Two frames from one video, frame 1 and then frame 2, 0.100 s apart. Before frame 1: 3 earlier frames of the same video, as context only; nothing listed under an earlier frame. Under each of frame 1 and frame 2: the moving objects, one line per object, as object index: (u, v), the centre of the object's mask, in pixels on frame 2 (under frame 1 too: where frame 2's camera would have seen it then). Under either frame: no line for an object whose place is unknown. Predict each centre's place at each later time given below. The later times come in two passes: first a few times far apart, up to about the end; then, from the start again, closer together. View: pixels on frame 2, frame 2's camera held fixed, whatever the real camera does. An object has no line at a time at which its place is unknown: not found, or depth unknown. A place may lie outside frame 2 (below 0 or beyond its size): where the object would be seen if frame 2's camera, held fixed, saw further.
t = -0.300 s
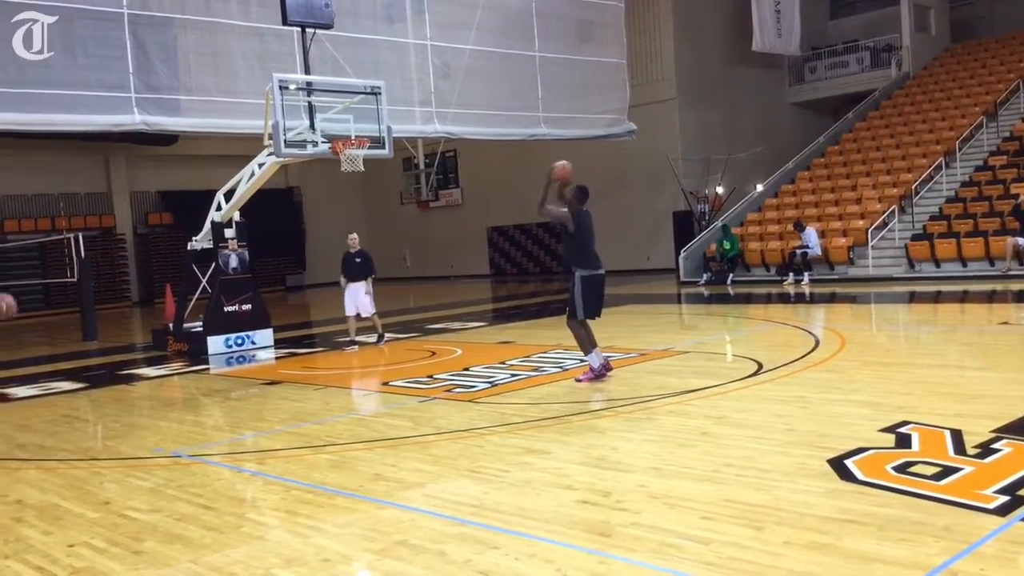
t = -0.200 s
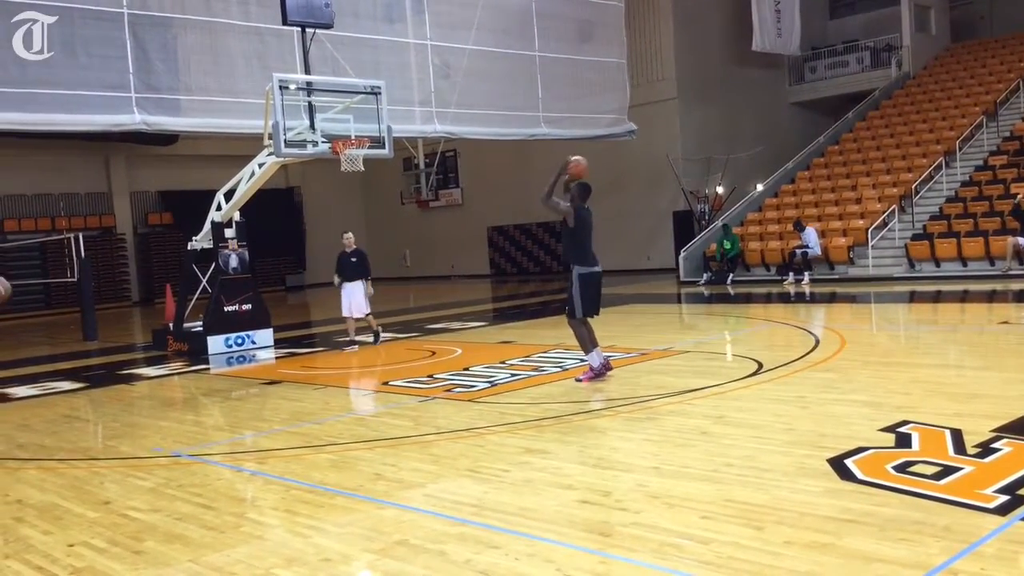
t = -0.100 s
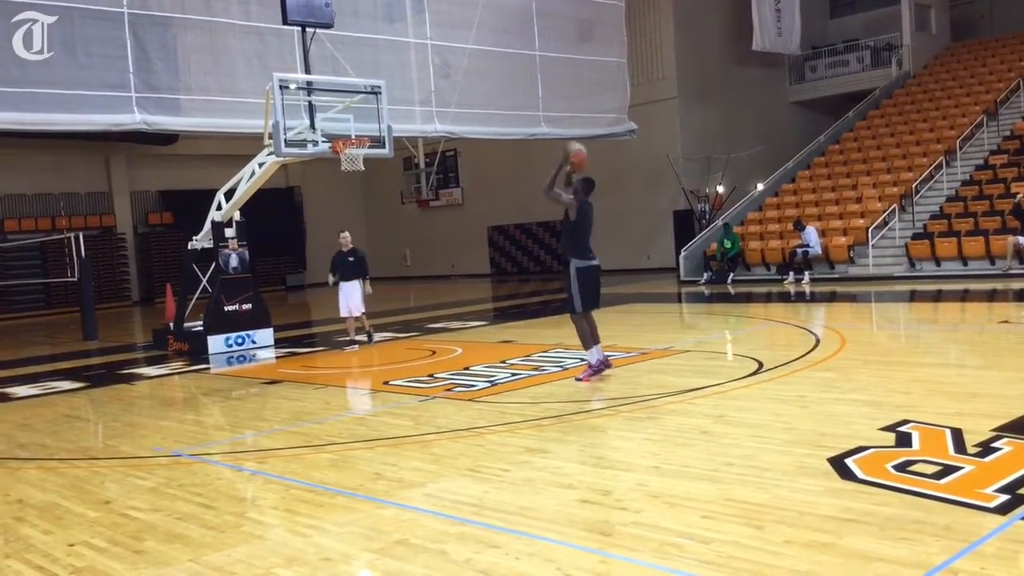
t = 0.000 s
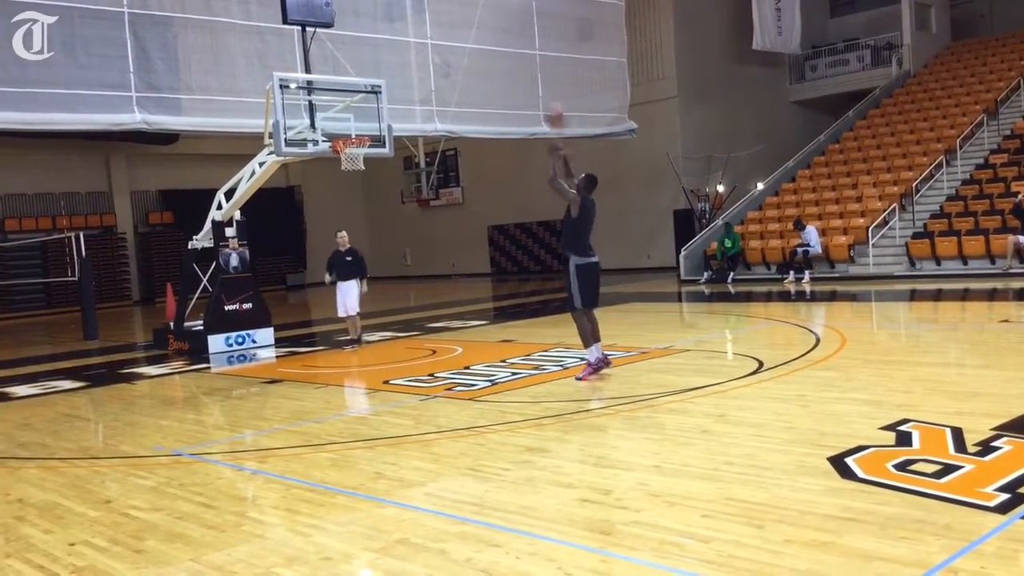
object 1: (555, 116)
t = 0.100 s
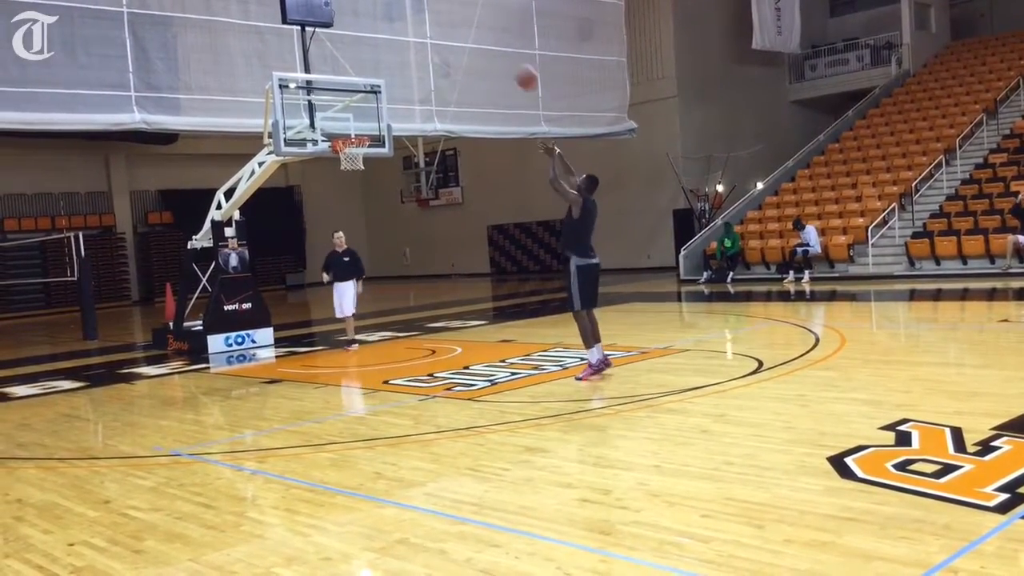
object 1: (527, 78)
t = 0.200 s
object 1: (502, 52)
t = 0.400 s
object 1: (456, 25)
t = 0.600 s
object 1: (417, 33)
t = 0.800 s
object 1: (384, 69)
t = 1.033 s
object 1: (355, 139)
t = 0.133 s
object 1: (518, 68)
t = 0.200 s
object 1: (502, 52)
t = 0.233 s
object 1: (494, 45)
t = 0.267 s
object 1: (486, 38)
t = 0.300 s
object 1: (478, 34)
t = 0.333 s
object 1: (470, 29)
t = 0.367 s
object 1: (463, 27)
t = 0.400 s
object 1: (456, 25)
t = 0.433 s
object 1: (449, 25)
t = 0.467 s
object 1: (443, 24)
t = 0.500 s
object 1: (436, 25)
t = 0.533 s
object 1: (429, 26)
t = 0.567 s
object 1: (423, 29)
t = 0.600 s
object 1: (417, 33)
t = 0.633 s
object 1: (411, 36)
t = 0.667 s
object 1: (405, 42)
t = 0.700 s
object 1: (400, 47)
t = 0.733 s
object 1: (394, 54)
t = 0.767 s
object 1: (389, 61)
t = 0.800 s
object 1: (384, 69)
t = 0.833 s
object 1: (379, 77)
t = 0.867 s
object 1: (374, 87)
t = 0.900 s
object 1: (370, 97)
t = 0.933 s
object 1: (365, 108)
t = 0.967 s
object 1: (361, 118)
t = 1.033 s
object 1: (355, 139)
